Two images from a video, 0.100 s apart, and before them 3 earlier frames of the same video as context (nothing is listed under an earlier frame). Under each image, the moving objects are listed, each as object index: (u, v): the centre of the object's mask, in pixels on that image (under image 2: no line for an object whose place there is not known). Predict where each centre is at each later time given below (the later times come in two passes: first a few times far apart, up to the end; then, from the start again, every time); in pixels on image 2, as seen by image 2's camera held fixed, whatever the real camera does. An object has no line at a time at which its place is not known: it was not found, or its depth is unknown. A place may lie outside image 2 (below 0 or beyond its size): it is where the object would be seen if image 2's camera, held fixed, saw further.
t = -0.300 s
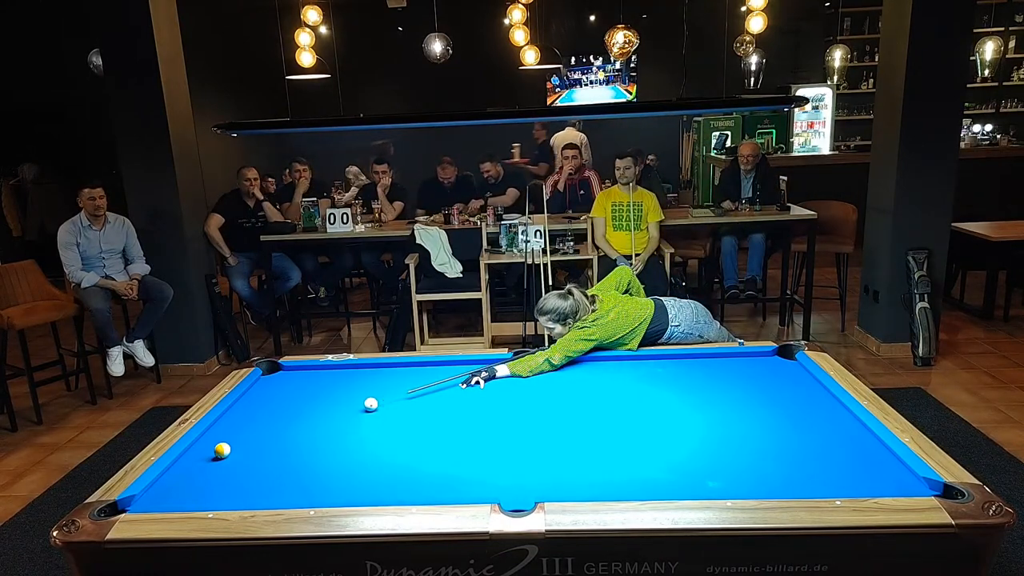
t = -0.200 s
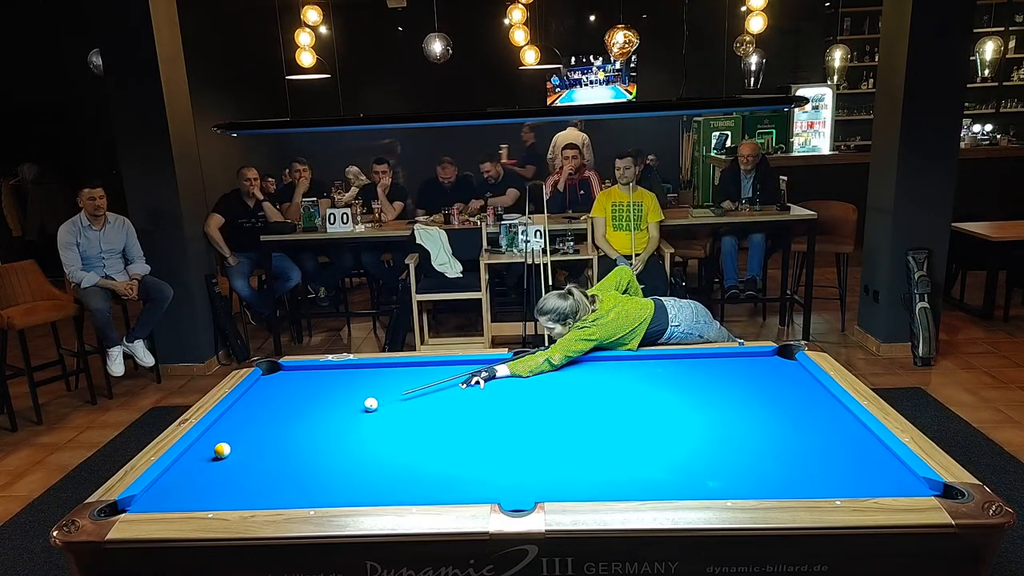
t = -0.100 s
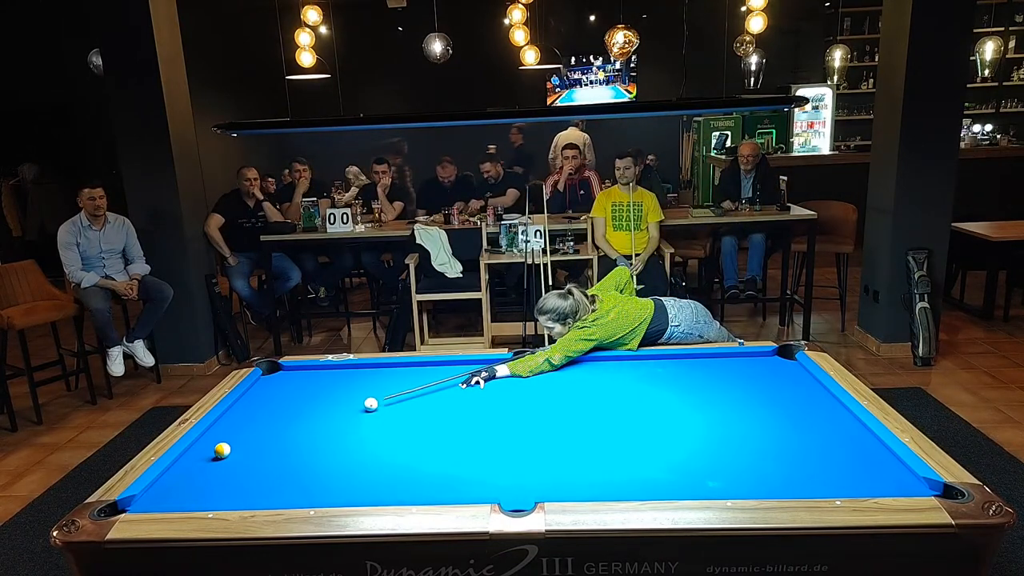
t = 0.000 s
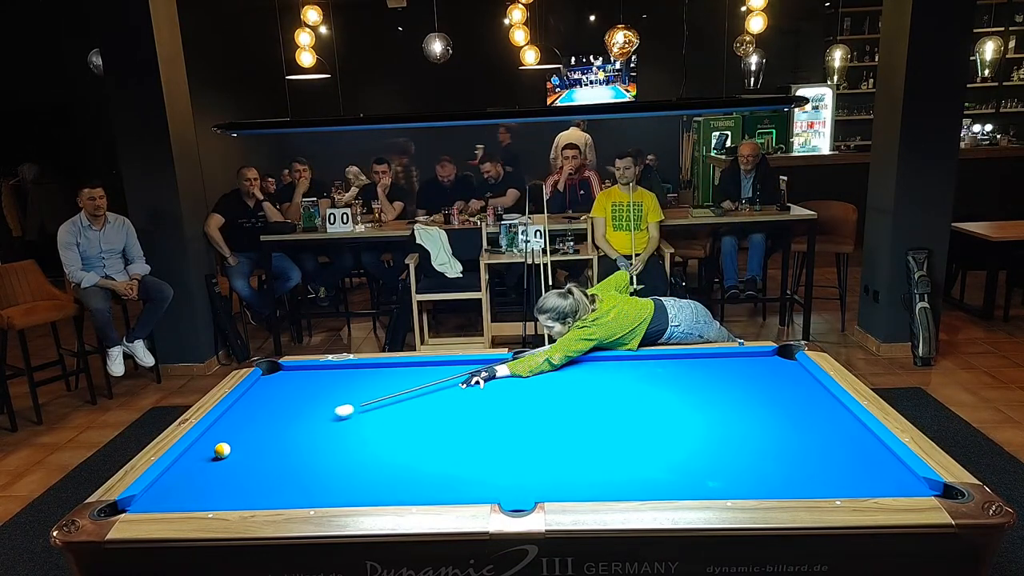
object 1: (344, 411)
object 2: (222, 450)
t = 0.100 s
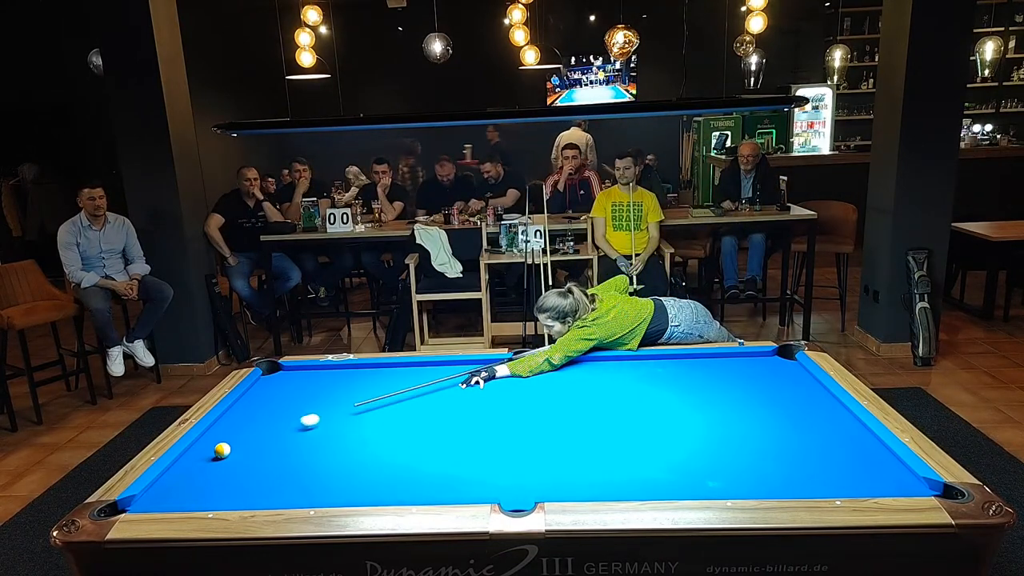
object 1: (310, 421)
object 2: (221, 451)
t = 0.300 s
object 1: (237, 441)
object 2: (221, 450)
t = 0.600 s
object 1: (216, 441)
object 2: (171, 483)
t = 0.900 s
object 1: (253, 438)
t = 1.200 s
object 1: (287, 436)
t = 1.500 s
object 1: (319, 433)
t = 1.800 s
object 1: (349, 431)
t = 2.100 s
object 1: (377, 429)
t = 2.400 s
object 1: (402, 427)
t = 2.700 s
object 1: (426, 425)
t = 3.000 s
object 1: (447, 423)
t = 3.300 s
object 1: (466, 421)
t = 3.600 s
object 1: (483, 419)
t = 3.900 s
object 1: (498, 418)
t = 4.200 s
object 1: (511, 417)
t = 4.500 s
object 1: (522, 416)
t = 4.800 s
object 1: (531, 415)
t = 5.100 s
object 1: (539, 414)
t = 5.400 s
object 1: (544, 414)
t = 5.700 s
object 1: (548, 414)
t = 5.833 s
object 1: (549, 414)
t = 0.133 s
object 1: (298, 424)
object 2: (222, 450)
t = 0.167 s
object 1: (286, 427)
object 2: (222, 450)
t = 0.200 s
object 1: (274, 431)
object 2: (222, 450)
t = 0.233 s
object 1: (262, 434)
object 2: (222, 450)
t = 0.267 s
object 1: (249, 438)
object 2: (221, 450)
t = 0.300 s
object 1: (237, 441)
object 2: (221, 450)
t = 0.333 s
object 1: (228, 441)
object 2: (217, 453)
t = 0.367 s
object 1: (222, 442)
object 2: (211, 457)
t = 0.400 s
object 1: (214, 442)
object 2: (204, 462)
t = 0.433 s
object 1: (207, 442)
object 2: (198, 466)
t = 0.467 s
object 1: (200, 442)
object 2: (192, 469)
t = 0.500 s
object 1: (202, 442)
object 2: (187, 473)
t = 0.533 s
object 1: (207, 442)
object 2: (182, 476)
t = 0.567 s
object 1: (212, 442)
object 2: (177, 480)
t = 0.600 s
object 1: (216, 441)
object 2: (171, 483)
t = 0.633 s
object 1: (221, 441)
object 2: (166, 486)
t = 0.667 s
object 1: (225, 441)
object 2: (160, 490)
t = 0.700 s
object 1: (229, 440)
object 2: (155, 494)
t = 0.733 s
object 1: (233, 440)
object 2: (150, 497)
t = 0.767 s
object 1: (237, 440)
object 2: (144, 499)
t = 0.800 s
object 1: (241, 439)
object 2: (138, 502)
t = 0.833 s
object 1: (245, 439)
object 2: (132, 505)
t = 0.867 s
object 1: (249, 439)
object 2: (126, 509)
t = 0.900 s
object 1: (253, 438)
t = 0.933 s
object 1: (257, 438)
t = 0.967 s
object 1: (261, 438)
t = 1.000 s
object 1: (265, 437)
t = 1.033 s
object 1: (269, 437)
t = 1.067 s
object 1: (272, 437)
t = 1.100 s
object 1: (276, 437)
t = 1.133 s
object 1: (280, 436)
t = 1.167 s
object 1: (283, 436)
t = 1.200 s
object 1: (287, 436)
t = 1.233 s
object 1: (291, 436)
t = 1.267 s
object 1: (295, 435)
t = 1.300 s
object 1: (298, 435)
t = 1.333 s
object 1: (302, 435)
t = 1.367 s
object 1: (306, 434)
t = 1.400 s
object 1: (309, 434)
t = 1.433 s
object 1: (312, 434)
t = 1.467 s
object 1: (316, 434)
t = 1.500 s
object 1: (319, 433)
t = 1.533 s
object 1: (323, 433)
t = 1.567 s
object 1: (326, 433)
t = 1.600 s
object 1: (330, 433)
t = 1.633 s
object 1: (333, 432)
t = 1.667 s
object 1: (336, 432)
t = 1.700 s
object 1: (339, 432)
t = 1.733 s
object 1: (343, 431)
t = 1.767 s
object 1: (346, 431)
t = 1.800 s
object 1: (349, 431)
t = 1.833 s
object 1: (352, 431)
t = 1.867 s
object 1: (355, 431)
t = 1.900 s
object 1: (359, 430)
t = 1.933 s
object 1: (362, 430)
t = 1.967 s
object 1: (365, 430)
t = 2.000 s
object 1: (368, 430)
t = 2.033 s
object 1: (371, 429)
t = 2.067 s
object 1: (374, 429)
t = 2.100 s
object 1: (377, 429)
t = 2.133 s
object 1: (380, 428)
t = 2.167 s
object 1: (382, 428)
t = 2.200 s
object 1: (385, 428)
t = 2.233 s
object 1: (388, 428)
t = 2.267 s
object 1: (391, 428)
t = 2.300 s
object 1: (394, 427)
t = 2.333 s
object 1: (397, 427)
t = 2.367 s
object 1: (400, 427)
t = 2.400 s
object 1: (402, 427)
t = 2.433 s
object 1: (405, 427)
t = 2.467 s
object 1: (408, 426)
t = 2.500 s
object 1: (410, 426)
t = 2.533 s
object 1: (413, 426)
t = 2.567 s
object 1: (415, 426)
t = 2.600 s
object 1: (418, 425)
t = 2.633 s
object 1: (421, 425)
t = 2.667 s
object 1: (423, 425)
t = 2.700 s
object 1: (426, 425)
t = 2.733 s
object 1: (428, 424)
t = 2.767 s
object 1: (431, 424)
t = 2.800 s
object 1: (433, 424)
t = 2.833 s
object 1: (435, 424)
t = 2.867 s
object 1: (438, 423)
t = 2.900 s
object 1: (440, 423)
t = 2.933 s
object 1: (443, 423)
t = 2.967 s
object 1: (445, 423)
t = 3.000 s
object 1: (447, 423)
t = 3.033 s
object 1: (449, 423)
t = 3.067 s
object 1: (451, 422)
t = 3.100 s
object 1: (453, 422)
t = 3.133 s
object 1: (456, 422)
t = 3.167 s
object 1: (458, 422)
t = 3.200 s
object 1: (460, 422)
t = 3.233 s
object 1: (462, 422)
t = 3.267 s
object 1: (464, 421)
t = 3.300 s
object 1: (466, 421)
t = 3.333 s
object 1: (468, 421)
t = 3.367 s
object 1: (470, 421)
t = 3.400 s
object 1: (472, 420)
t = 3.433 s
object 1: (474, 420)
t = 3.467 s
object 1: (476, 420)
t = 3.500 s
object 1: (477, 420)
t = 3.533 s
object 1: (479, 420)
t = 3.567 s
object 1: (481, 419)
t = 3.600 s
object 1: (483, 419)
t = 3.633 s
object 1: (485, 419)
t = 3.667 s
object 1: (486, 419)
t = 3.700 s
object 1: (488, 419)
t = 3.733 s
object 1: (490, 419)
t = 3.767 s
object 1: (491, 418)
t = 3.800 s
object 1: (493, 418)
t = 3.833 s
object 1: (495, 418)
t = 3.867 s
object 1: (496, 418)
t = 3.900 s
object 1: (498, 418)
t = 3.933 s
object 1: (499, 418)
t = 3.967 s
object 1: (501, 418)
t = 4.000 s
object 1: (502, 418)
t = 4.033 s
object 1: (504, 418)
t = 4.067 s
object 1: (505, 417)
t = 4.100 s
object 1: (507, 417)
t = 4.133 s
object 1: (508, 417)
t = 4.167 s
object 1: (510, 417)
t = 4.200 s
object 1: (511, 417)
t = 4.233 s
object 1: (512, 417)
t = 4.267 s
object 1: (514, 417)
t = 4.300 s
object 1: (515, 416)
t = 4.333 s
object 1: (516, 416)
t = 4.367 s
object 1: (517, 416)
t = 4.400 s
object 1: (519, 416)
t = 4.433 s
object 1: (520, 416)
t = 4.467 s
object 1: (521, 416)
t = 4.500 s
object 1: (522, 416)
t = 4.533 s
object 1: (523, 416)
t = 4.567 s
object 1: (524, 416)
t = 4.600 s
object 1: (525, 415)
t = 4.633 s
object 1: (526, 415)
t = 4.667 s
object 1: (527, 415)
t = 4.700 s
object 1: (528, 415)
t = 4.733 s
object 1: (529, 415)
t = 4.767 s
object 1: (530, 415)
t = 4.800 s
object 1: (531, 415)
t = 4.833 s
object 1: (532, 415)
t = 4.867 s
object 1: (533, 415)
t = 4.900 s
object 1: (534, 415)
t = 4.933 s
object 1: (535, 414)
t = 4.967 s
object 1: (536, 414)
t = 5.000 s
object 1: (536, 414)
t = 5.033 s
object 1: (537, 414)
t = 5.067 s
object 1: (538, 414)
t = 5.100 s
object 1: (539, 414)
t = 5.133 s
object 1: (539, 414)
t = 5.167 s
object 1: (540, 414)
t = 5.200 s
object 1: (541, 414)
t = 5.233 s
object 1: (541, 414)
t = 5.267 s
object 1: (542, 414)
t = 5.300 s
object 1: (542, 414)
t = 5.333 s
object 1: (543, 414)
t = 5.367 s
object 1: (544, 414)
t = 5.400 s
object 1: (544, 414)
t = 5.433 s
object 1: (545, 414)
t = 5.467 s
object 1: (545, 414)
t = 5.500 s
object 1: (545, 414)
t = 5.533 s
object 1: (546, 414)
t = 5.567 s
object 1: (546, 414)
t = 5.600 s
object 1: (547, 414)
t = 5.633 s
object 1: (547, 414)
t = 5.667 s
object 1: (547, 414)
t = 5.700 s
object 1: (548, 414)
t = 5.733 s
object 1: (548, 414)
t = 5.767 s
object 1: (548, 414)
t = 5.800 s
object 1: (548, 414)
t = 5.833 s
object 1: (549, 414)
